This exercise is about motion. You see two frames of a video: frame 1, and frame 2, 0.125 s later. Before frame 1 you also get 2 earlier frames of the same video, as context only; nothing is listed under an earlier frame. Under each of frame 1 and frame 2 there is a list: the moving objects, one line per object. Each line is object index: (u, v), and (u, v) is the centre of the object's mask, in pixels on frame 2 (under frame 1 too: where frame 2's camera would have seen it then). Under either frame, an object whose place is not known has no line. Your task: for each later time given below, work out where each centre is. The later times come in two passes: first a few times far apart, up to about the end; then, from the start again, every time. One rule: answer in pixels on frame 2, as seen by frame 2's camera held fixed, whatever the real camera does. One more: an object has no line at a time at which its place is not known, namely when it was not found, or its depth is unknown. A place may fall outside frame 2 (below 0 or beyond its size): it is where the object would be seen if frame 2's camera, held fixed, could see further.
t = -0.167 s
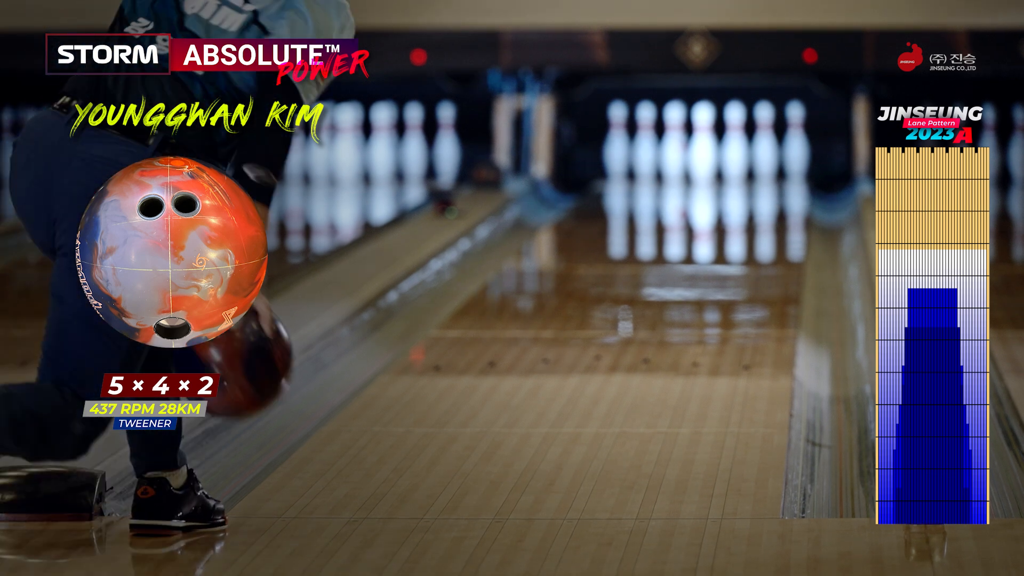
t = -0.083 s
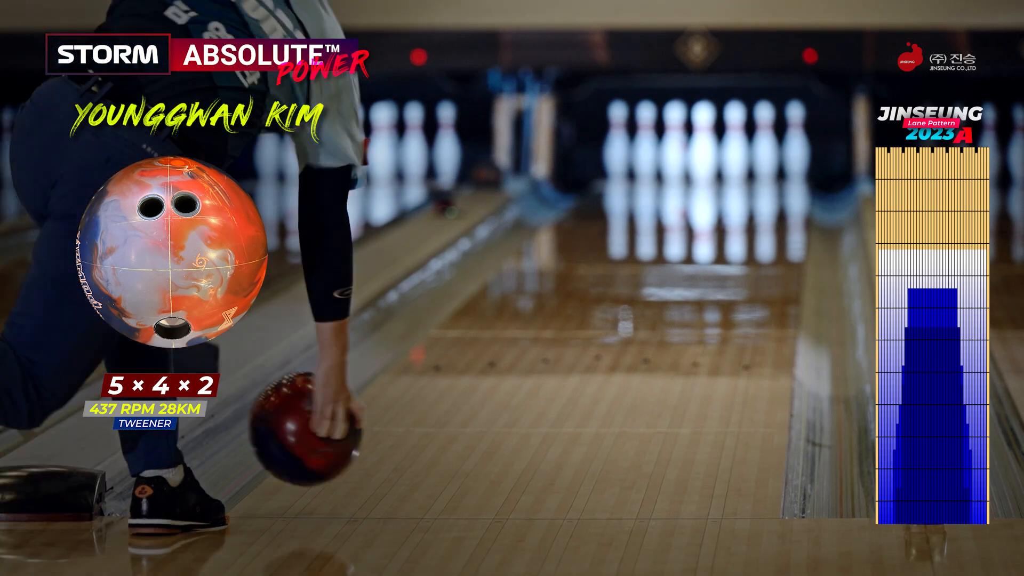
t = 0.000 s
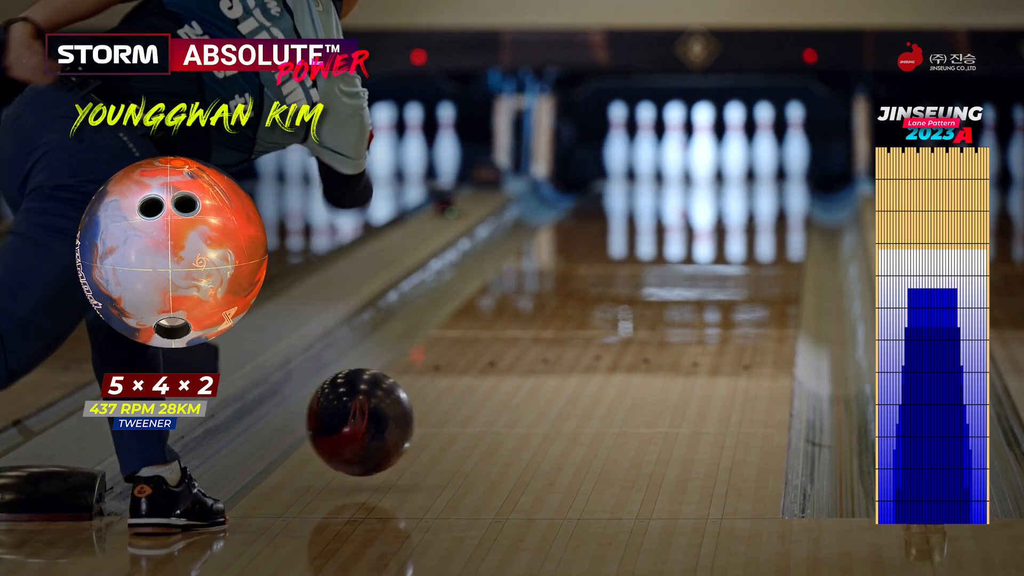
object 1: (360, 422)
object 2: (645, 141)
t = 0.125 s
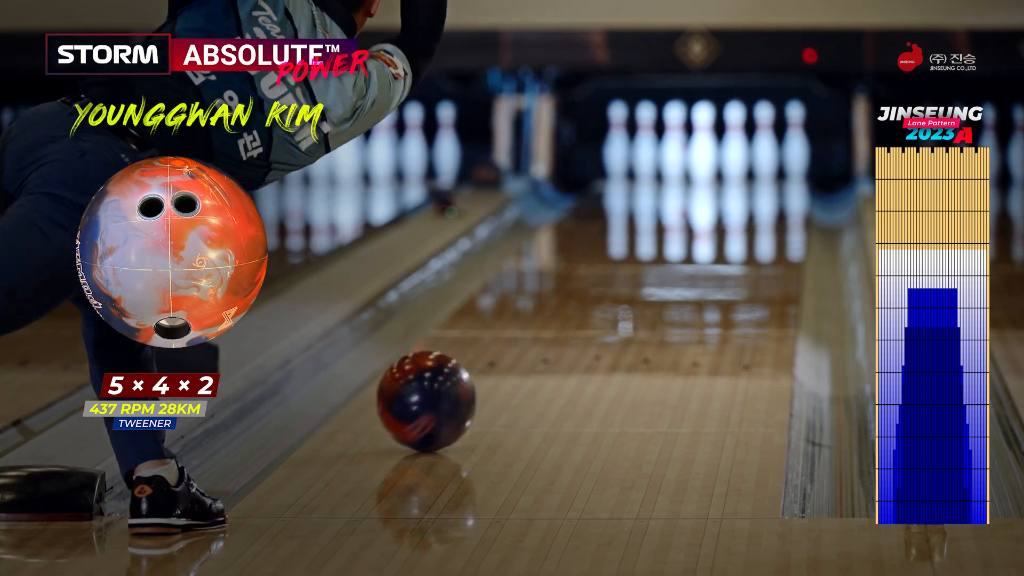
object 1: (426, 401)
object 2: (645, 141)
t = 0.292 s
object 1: (499, 363)
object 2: (645, 141)
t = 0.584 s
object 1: (598, 312)
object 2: (645, 143)
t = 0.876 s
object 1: (670, 272)
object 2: (645, 145)
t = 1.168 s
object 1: (722, 241)
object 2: (645, 146)
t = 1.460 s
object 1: (760, 216)
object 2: (645, 146)
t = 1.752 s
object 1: (777, 196)
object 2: (645, 146)
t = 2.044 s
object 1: (768, 180)
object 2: (645, 146)
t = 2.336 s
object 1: (736, 167)
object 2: (645, 146)
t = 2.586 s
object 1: (720, 160)
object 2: (627, 147)
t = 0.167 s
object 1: (446, 390)
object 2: (645, 141)
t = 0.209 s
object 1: (465, 381)
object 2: (645, 141)
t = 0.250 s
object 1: (483, 372)
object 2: (645, 141)
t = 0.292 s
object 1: (499, 363)
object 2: (645, 141)
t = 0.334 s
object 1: (515, 355)
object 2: (645, 140)
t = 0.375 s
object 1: (531, 347)
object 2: (645, 141)
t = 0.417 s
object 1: (545, 339)
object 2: (645, 142)
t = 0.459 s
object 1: (559, 331)
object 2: (645, 142)
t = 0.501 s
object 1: (573, 325)
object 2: (645, 142)
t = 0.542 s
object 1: (586, 318)
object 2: (645, 143)
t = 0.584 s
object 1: (598, 312)
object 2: (645, 143)
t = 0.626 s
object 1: (610, 305)
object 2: (645, 144)
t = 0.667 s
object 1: (621, 300)
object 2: (645, 144)
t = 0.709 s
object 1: (631, 294)
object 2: (646, 144)
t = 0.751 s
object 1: (642, 289)
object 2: (645, 145)
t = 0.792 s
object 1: (651, 283)
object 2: (645, 145)
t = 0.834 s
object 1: (661, 277)
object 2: (645, 145)
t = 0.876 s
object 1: (670, 272)
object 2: (645, 145)
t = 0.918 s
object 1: (678, 267)
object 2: (645, 145)
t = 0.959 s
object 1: (686, 262)
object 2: (645, 146)
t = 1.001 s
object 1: (694, 258)
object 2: (645, 146)
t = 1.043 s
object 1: (702, 253)
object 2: (645, 146)
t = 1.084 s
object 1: (709, 249)
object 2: (645, 146)
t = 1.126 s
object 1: (716, 245)
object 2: (645, 146)
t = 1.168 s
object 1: (722, 241)
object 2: (645, 146)
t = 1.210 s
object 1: (729, 236)
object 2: (645, 146)
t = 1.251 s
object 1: (735, 233)
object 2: (645, 146)
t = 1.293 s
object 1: (740, 229)
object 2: (645, 146)
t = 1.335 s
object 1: (746, 226)
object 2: (645, 146)
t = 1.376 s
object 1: (750, 222)
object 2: (645, 146)
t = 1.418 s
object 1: (755, 219)
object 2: (645, 146)
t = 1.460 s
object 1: (760, 216)
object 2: (645, 146)
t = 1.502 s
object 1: (764, 213)
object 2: (645, 146)
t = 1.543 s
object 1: (767, 210)
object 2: (645, 146)
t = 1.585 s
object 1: (770, 207)
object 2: (645, 146)
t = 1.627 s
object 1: (772, 204)
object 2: (645, 146)
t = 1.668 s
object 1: (774, 201)
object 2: (645, 146)
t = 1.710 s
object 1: (776, 198)
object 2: (645, 146)
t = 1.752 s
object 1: (777, 196)
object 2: (645, 146)
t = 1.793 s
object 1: (777, 194)
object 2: (645, 146)
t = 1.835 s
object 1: (777, 191)
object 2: (645, 146)
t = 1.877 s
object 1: (777, 189)
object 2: (645, 146)
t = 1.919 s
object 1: (775, 186)
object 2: (645, 146)
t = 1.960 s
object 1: (774, 184)
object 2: (645, 146)
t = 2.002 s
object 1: (771, 182)
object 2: (645, 146)
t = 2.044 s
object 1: (768, 180)
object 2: (645, 146)
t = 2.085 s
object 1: (764, 178)
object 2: (645, 146)
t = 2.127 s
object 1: (760, 176)
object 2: (645, 146)
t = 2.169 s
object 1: (755, 174)
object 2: (645, 146)
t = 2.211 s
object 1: (750, 172)
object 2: (645, 146)
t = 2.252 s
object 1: (745, 171)
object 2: (645, 146)
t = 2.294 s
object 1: (740, 169)
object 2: (645, 146)
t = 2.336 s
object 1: (736, 167)
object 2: (645, 146)
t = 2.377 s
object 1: (731, 166)
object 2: (645, 146)
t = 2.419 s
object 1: (727, 164)
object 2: (645, 146)
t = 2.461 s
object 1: (722, 163)
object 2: (645, 146)
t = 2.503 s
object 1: (720, 162)
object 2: (645, 146)
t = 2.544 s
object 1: (722, 161)
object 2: (643, 145)
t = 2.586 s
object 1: (720, 160)
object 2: (627, 147)
